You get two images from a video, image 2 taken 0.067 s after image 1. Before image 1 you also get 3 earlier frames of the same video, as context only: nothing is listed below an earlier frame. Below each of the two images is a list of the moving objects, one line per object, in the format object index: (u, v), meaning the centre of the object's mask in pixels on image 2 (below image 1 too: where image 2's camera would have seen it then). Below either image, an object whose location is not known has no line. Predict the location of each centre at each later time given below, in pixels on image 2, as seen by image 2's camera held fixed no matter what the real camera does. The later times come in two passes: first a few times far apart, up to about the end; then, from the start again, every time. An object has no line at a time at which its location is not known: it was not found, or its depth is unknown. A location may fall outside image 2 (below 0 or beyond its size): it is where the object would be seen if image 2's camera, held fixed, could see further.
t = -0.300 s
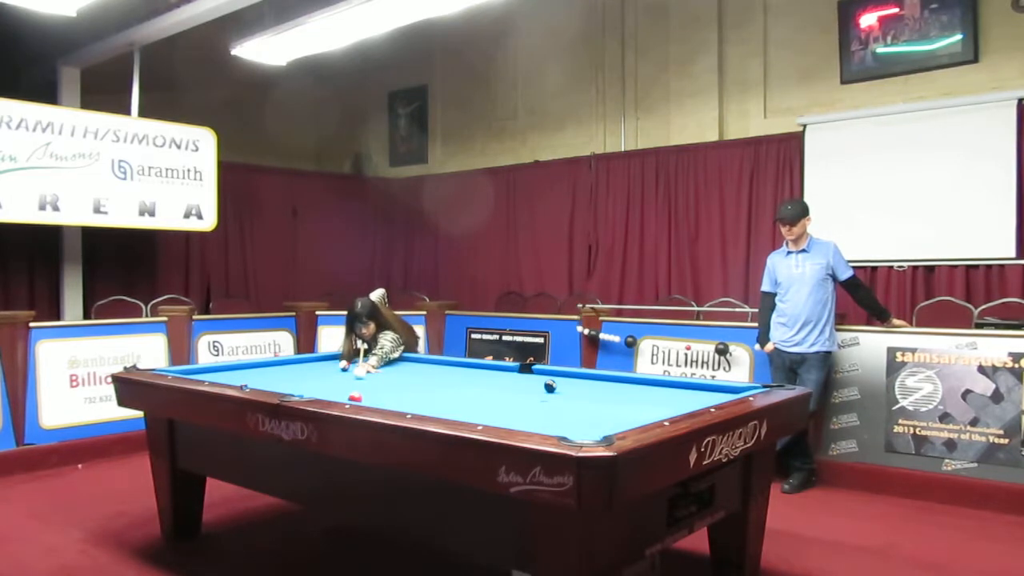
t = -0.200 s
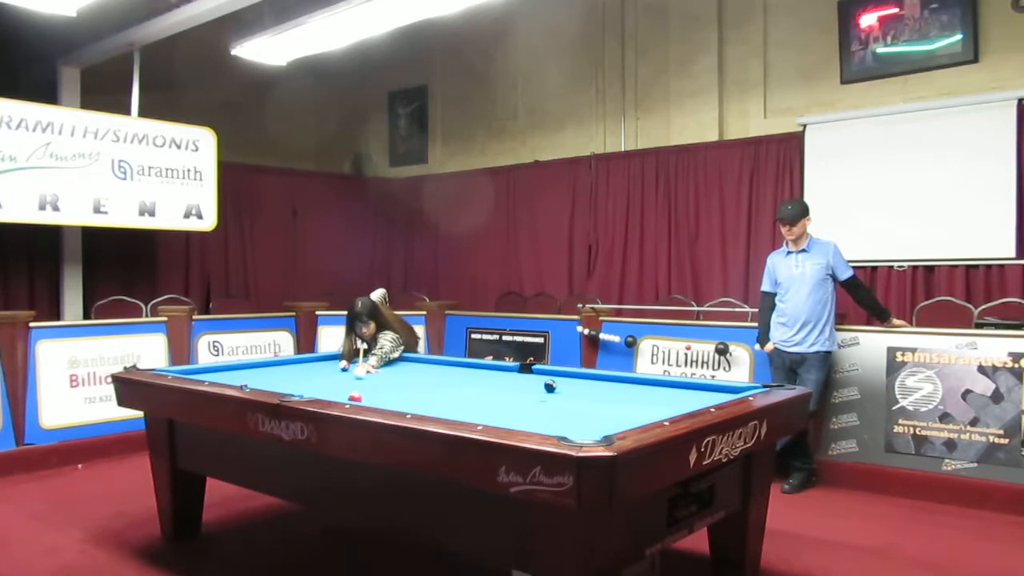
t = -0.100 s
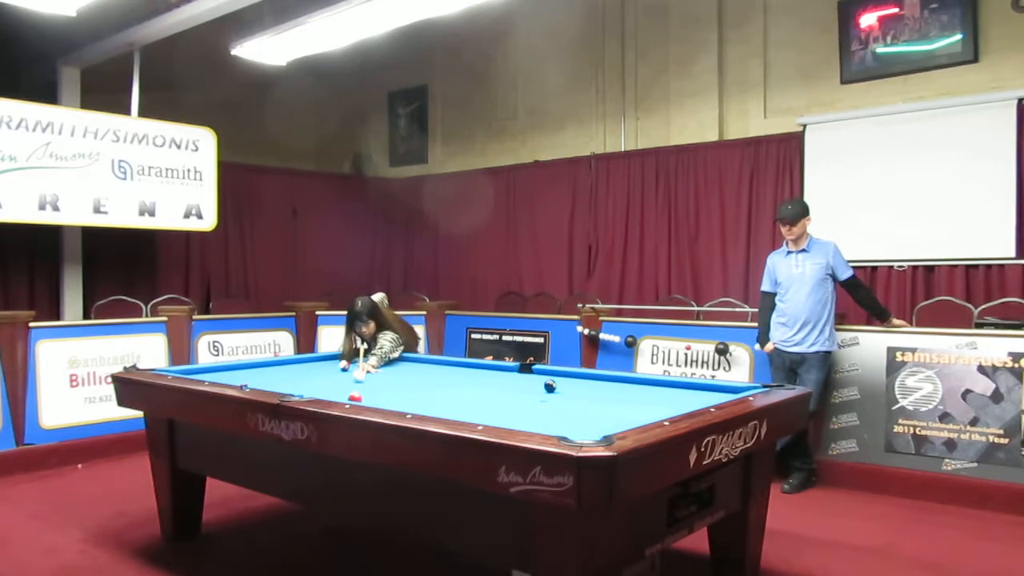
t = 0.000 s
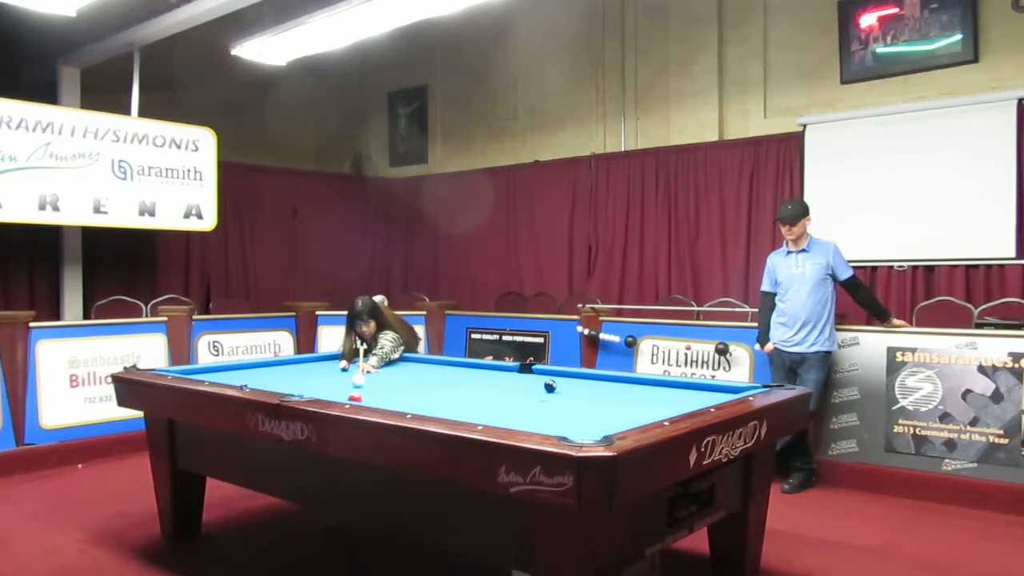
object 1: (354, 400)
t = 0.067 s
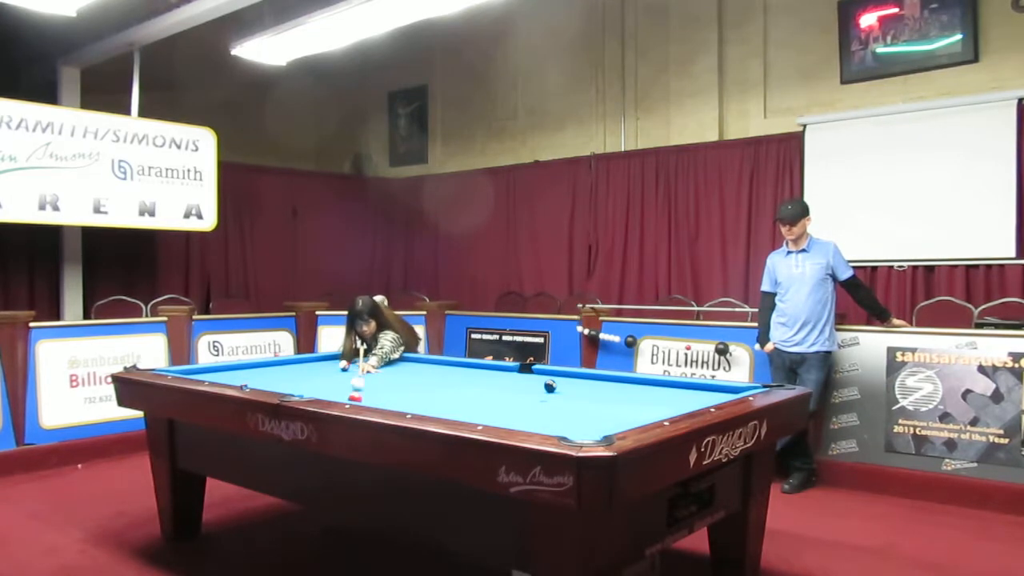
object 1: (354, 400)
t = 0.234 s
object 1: (354, 400)
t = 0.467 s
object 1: (354, 400)
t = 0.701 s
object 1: (375, 402)
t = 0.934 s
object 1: (399, 403)
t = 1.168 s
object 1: (421, 404)
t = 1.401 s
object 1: (442, 403)
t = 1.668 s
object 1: (465, 403)
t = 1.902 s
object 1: (483, 403)
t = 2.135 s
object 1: (500, 403)
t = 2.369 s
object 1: (516, 403)
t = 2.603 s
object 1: (530, 403)
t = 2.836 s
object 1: (543, 403)
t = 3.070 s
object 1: (555, 403)
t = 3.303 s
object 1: (566, 403)
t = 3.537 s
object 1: (575, 402)
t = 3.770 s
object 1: (583, 402)
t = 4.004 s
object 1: (591, 403)
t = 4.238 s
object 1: (596, 402)
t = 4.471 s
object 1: (601, 402)
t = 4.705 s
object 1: (605, 402)
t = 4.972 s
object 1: (608, 402)
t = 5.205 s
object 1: (609, 402)
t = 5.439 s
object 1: (609, 402)
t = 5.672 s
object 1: (609, 402)
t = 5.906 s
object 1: (609, 402)
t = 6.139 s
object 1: (609, 402)
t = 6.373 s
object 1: (609, 402)
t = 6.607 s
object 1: (609, 402)
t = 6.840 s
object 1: (609, 402)
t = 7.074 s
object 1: (609, 402)
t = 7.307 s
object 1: (609, 402)
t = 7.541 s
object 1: (609, 403)
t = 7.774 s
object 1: (609, 402)
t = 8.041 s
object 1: (609, 402)
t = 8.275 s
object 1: (609, 402)
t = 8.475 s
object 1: (609, 402)
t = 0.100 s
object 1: (354, 400)
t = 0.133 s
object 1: (354, 399)
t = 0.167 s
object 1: (354, 399)
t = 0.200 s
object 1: (354, 399)
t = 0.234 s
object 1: (354, 400)
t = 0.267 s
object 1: (354, 400)
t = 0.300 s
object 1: (354, 400)
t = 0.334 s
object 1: (354, 400)
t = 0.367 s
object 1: (354, 400)
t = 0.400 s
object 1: (354, 400)
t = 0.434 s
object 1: (353, 401)
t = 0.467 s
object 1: (354, 400)
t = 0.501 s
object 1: (354, 401)
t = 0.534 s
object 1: (355, 401)
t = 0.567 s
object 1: (358, 401)
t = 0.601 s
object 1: (360, 401)
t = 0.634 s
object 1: (368, 401)
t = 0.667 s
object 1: (372, 401)
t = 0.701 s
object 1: (375, 402)
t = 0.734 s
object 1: (379, 402)
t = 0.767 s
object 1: (383, 402)
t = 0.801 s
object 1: (386, 402)
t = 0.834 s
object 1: (389, 402)
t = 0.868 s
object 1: (393, 403)
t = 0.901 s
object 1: (396, 402)
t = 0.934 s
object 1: (399, 403)
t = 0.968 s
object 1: (402, 403)
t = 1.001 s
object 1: (406, 403)
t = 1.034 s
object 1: (409, 403)
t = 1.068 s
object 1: (412, 404)
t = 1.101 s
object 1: (415, 403)
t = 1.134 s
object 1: (418, 404)
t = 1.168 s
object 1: (421, 404)
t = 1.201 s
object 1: (425, 404)
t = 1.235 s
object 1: (428, 404)
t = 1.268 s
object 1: (431, 404)
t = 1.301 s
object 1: (433, 404)
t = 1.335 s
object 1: (436, 404)
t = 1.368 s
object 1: (439, 403)
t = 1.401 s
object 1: (442, 403)
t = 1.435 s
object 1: (445, 404)
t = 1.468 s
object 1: (448, 403)
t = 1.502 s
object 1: (451, 403)
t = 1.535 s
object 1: (454, 403)
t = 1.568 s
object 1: (456, 403)
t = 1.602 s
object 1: (459, 403)
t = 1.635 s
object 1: (462, 403)
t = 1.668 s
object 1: (465, 403)
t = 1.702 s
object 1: (468, 403)
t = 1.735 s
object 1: (470, 403)
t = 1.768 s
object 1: (473, 403)
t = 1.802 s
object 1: (475, 403)
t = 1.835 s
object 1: (478, 403)
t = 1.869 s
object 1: (480, 403)
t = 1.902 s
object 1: (483, 403)
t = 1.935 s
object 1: (486, 403)
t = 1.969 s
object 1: (488, 403)
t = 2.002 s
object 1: (490, 403)
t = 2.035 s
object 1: (493, 403)
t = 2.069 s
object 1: (495, 403)
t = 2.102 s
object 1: (497, 403)
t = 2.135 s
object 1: (500, 403)
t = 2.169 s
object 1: (502, 403)
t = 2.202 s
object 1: (504, 403)
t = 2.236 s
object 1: (507, 403)
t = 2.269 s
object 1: (509, 403)
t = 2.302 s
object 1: (511, 403)
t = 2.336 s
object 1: (514, 403)
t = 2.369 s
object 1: (516, 403)
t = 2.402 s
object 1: (518, 403)
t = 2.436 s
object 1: (520, 403)
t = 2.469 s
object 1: (522, 403)
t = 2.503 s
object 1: (524, 403)
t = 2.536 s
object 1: (526, 403)
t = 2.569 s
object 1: (528, 403)
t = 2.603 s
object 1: (530, 403)
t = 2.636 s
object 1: (532, 403)
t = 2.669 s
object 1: (534, 403)
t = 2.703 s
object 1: (535, 403)
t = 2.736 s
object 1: (537, 403)
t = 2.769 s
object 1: (539, 403)
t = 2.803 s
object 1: (541, 403)
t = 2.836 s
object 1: (543, 403)
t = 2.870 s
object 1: (545, 403)
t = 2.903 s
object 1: (546, 403)
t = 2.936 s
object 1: (548, 403)
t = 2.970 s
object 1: (550, 403)
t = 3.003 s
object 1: (552, 403)
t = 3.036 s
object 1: (553, 403)
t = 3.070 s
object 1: (555, 403)
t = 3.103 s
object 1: (556, 403)
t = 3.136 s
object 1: (558, 403)
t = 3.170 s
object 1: (560, 403)
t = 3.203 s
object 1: (561, 403)
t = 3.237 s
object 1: (563, 403)
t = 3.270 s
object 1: (565, 403)
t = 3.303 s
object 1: (566, 403)
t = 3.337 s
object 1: (567, 403)
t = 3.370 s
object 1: (569, 403)
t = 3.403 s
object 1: (570, 403)
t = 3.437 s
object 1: (571, 403)
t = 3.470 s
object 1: (573, 403)
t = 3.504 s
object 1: (574, 403)
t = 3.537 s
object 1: (575, 402)
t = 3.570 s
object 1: (576, 402)
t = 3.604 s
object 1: (578, 403)
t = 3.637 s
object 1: (579, 402)
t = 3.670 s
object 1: (580, 402)
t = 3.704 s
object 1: (581, 402)
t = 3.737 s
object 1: (582, 402)
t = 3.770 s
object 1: (583, 402)
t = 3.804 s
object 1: (584, 403)
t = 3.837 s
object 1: (586, 403)
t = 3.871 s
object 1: (587, 403)
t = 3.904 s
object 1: (588, 403)
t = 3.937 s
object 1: (589, 402)
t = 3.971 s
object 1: (590, 402)
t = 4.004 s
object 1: (591, 403)
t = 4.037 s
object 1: (592, 402)
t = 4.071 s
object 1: (592, 402)
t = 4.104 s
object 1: (593, 402)
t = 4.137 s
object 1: (594, 402)
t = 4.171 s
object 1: (595, 402)
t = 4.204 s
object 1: (596, 402)
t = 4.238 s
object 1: (596, 402)
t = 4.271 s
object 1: (597, 402)
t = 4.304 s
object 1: (598, 402)
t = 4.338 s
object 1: (599, 402)
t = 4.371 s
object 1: (600, 402)
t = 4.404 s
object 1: (600, 402)
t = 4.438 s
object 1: (601, 402)
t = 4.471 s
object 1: (601, 402)
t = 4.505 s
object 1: (602, 402)
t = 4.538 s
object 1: (603, 402)
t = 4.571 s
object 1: (603, 402)
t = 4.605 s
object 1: (604, 402)
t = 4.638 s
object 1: (604, 402)
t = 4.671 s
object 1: (605, 402)
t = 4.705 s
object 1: (605, 402)
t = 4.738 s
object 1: (605, 402)
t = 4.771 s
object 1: (606, 402)
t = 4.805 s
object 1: (606, 402)
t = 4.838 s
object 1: (607, 402)
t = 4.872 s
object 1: (607, 402)
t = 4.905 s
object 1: (608, 402)
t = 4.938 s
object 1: (608, 402)
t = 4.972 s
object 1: (608, 402)
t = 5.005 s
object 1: (608, 402)
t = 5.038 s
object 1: (608, 402)
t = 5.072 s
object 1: (609, 402)
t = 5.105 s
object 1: (609, 402)
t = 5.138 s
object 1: (609, 402)
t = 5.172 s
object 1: (609, 402)
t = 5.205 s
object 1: (609, 402)
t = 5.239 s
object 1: (609, 402)
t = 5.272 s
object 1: (609, 402)
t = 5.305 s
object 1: (609, 402)
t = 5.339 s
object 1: (609, 402)
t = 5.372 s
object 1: (609, 402)
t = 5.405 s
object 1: (609, 402)
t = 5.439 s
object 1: (609, 402)
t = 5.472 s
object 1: (609, 402)
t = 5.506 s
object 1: (609, 402)
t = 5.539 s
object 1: (609, 402)
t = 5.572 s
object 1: (609, 402)
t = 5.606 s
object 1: (609, 402)
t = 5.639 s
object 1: (609, 402)
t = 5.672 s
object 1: (609, 402)
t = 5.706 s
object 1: (609, 402)
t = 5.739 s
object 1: (609, 402)
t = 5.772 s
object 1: (609, 402)
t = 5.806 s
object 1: (609, 402)
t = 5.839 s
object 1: (609, 402)
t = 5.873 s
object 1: (609, 402)
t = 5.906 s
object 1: (609, 402)
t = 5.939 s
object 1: (609, 402)
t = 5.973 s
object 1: (609, 402)
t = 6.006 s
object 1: (609, 402)
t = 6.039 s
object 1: (609, 402)
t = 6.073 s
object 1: (609, 402)
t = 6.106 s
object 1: (609, 402)
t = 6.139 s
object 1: (609, 402)
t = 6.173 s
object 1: (609, 402)
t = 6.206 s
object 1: (609, 402)
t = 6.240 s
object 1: (609, 402)
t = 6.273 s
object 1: (609, 402)
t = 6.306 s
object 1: (609, 402)
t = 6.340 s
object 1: (609, 402)
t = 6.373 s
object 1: (609, 402)
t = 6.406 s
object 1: (609, 402)
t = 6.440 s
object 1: (609, 402)
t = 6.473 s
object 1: (609, 402)
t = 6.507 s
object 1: (609, 402)
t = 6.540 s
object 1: (609, 402)
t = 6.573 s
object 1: (609, 402)
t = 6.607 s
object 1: (609, 402)
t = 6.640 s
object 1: (609, 402)
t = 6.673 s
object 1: (609, 402)
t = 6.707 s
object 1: (609, 402)
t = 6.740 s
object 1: (609, 402)
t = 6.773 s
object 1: (609, 402)
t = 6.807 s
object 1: (609, 402)
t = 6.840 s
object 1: (609, 402)
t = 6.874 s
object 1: (609, 402)
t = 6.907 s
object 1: (609, 402)
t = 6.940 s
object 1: (609, 402)
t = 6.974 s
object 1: (609, 402)
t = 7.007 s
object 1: (609, 402)
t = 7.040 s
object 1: (609, 402)
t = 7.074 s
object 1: (609, 402)
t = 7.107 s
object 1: (609, 402)
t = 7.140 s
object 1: (609, 402)
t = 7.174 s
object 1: (609, 402)
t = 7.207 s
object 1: (609, 402)
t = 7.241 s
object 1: (609, 402)
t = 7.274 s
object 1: (609, 402)
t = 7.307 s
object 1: (609, 402)
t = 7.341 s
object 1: (609, 402)
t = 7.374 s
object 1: (609, 403)
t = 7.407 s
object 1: (609, 403)
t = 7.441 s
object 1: (609, 403)
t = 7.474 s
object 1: (609, 403)
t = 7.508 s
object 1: (609, 403)
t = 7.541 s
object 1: (609, 403)
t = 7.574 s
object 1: (609, 403)
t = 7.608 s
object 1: (609, 403)
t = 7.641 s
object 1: (609, 403)
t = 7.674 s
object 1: (609, 402)
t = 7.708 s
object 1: (609, 402)
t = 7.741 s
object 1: (609, 402)
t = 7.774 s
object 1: (609, 402)
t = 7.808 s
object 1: (609, 402)
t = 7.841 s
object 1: (609, 402)
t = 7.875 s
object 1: (609, 402)
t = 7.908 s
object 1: (609, 402)
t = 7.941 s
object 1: (609, 402)
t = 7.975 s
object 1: (609, 402)
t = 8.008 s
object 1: (609, 402)
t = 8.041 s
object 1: (609, 402)
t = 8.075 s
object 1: (609, 402)
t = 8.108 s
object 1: (609, 402)
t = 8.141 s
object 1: (609, 402)
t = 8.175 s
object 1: (609, 402)
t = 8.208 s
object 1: (609, 402)
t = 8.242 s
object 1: (609, 402)
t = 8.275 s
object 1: (609, 402)
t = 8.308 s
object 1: (609, 402)
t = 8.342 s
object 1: (609, 402)
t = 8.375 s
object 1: (609, 402)
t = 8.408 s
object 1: (609, 402)
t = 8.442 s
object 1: (609, 402)
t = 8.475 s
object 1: (609, 402)
